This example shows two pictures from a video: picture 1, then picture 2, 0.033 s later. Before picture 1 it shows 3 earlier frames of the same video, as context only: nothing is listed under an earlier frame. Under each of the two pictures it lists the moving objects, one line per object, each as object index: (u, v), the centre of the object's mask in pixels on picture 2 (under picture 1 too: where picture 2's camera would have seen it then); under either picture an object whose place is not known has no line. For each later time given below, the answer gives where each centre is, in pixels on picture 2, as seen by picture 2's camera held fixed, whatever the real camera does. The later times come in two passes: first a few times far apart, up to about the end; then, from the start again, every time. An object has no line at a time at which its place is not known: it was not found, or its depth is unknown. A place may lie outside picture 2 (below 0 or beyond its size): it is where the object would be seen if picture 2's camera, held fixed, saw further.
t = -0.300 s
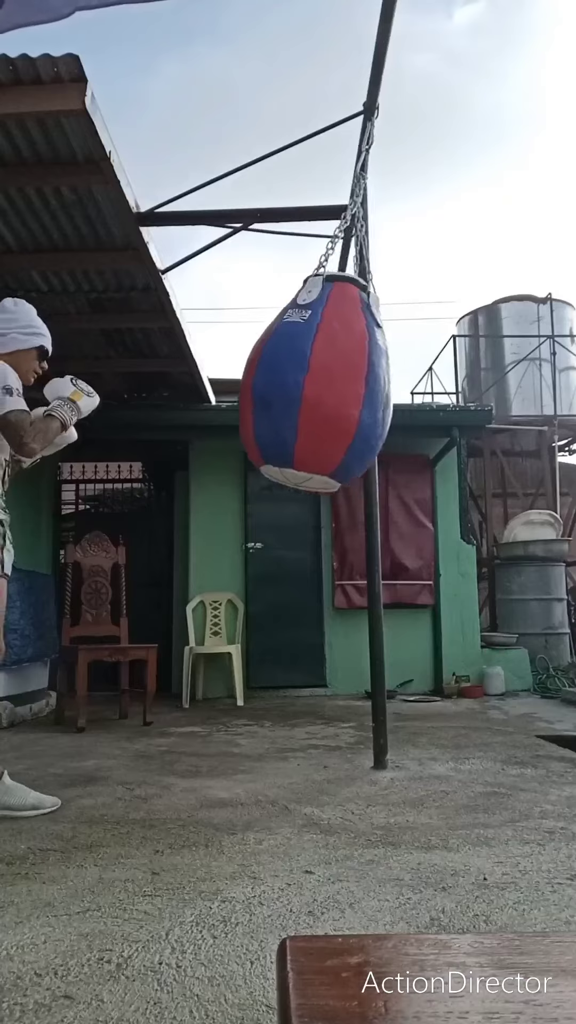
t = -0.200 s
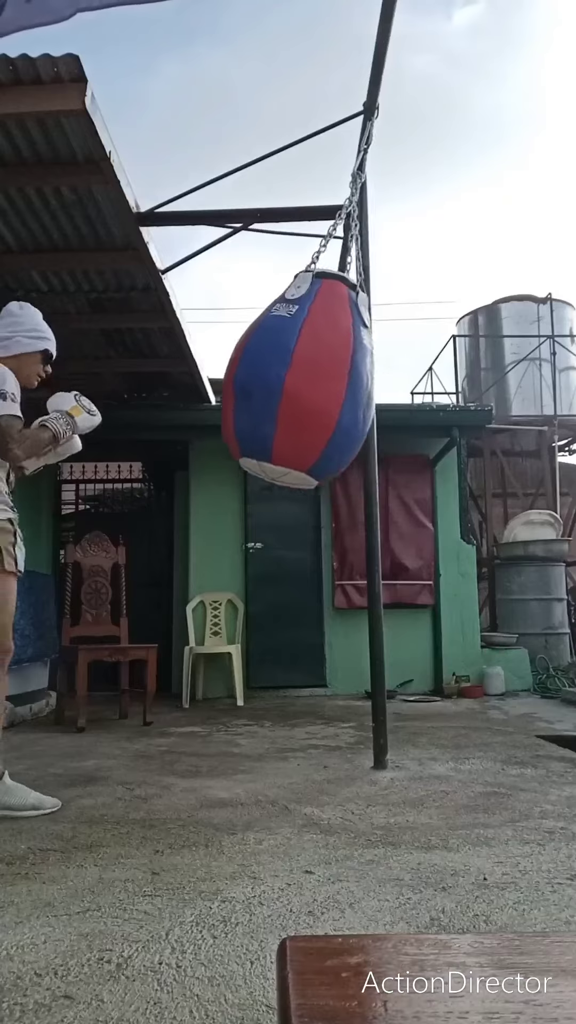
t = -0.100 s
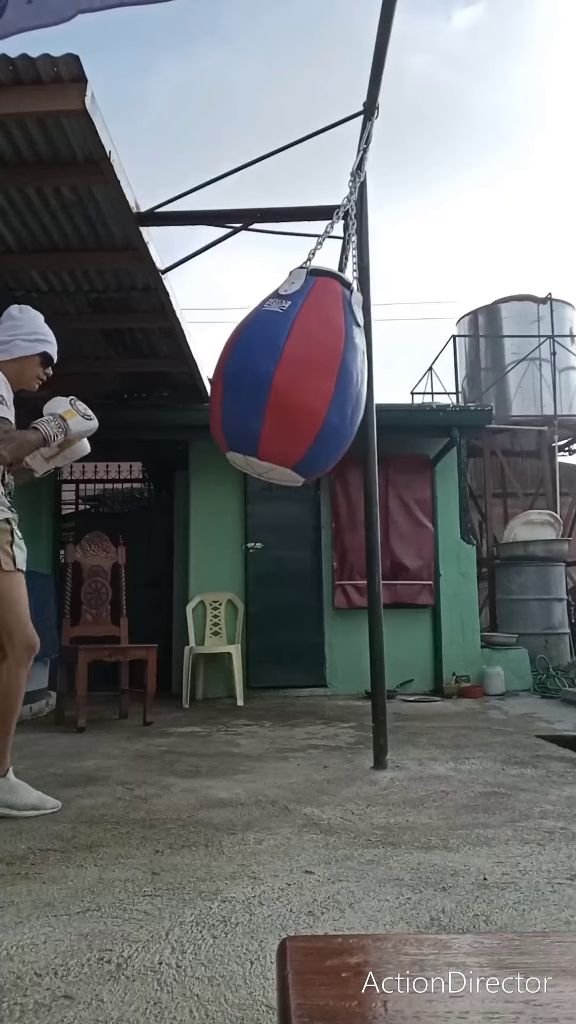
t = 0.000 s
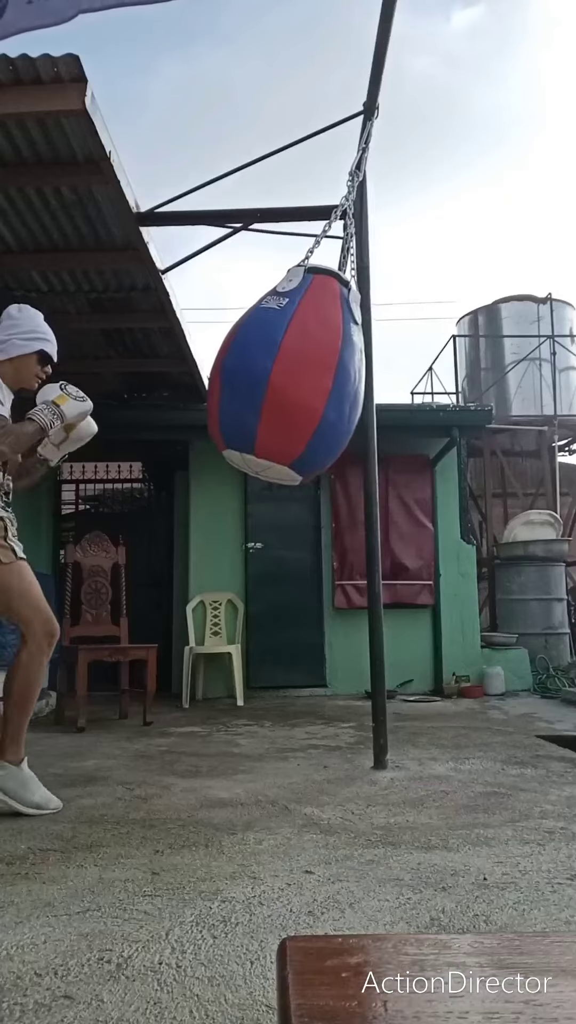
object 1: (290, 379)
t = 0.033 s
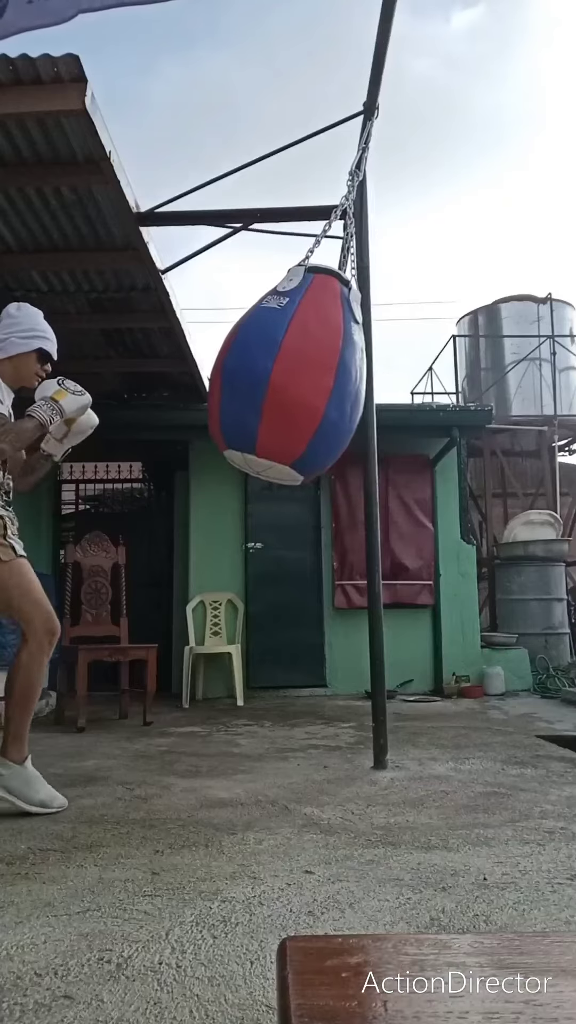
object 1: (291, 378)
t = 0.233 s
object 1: (314, 381)
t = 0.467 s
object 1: (370, 384)
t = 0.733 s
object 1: (440, 376)
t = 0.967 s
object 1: (472, 369)
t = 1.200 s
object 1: (461, 375)
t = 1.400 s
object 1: (423, 386)
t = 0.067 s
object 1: (293, 379)
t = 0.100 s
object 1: (296, 379)
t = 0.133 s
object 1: (299, 379)
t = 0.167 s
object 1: (303, 380)
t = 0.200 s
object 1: (308, 381)
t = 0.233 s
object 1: (314, 381)
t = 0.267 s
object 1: (320, 382)
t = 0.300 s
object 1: (327, 383)
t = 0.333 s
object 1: (335, 383)
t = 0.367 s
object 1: (343, 384)
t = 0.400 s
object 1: (352, 384)
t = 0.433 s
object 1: (361, 384)
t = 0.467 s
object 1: (370, 384)
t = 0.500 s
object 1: (380, 384)
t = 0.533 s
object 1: (389, 383)
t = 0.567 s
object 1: (398, 382)
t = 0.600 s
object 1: (408, 381)
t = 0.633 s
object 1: (417, 380)
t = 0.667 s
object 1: (425, 378)
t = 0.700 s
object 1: (433, 377)
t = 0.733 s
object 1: (440, 376)
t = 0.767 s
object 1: (447, 374)
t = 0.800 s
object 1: (453, 373)
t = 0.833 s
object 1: (459, 371)
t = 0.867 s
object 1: (463, 370)
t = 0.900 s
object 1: (467, 370)
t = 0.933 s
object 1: (470, 369)
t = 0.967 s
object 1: (472, 369)
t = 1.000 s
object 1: (473, 369)
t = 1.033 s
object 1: (473, 369)
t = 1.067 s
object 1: (472, 370)
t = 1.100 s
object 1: (471, 371)
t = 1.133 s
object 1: (469, 372)
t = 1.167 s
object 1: (465, 373)
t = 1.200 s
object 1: (461, 375)
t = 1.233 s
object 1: (457, 376)
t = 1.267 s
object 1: (451, 378)
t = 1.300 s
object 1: (445, 380)
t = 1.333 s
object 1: (438, 382)
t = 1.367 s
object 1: (431, 384)
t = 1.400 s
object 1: (423, 386)
